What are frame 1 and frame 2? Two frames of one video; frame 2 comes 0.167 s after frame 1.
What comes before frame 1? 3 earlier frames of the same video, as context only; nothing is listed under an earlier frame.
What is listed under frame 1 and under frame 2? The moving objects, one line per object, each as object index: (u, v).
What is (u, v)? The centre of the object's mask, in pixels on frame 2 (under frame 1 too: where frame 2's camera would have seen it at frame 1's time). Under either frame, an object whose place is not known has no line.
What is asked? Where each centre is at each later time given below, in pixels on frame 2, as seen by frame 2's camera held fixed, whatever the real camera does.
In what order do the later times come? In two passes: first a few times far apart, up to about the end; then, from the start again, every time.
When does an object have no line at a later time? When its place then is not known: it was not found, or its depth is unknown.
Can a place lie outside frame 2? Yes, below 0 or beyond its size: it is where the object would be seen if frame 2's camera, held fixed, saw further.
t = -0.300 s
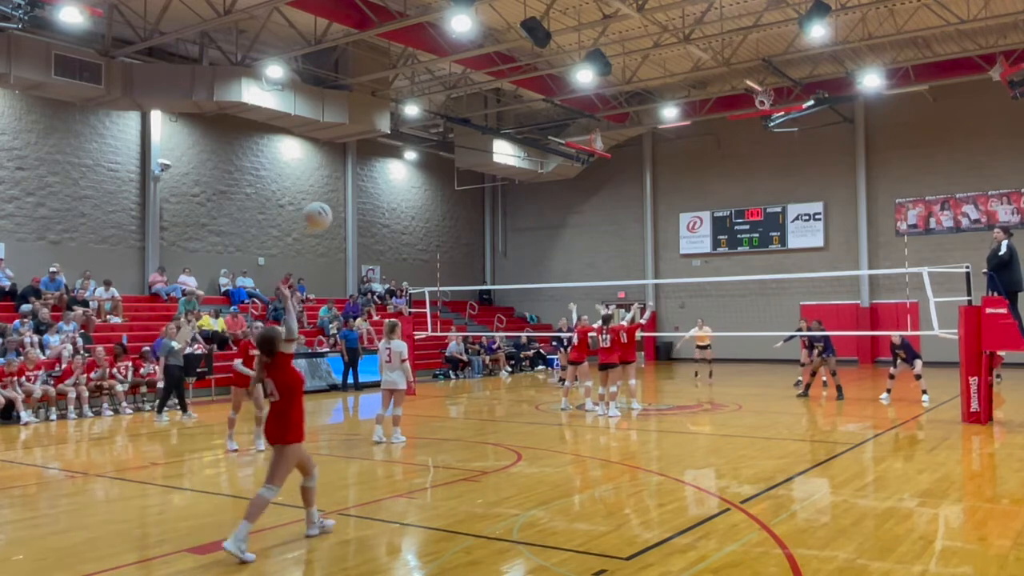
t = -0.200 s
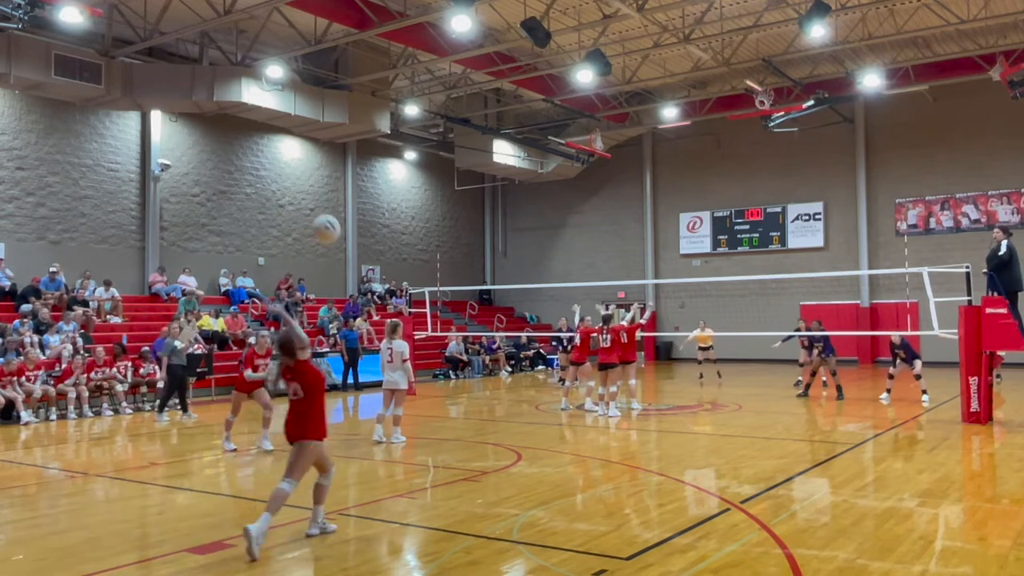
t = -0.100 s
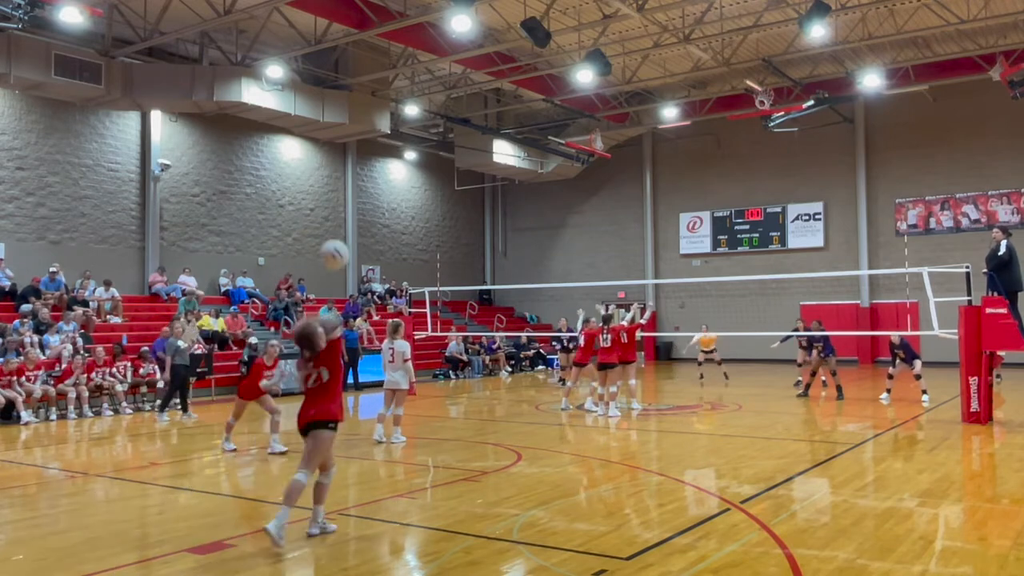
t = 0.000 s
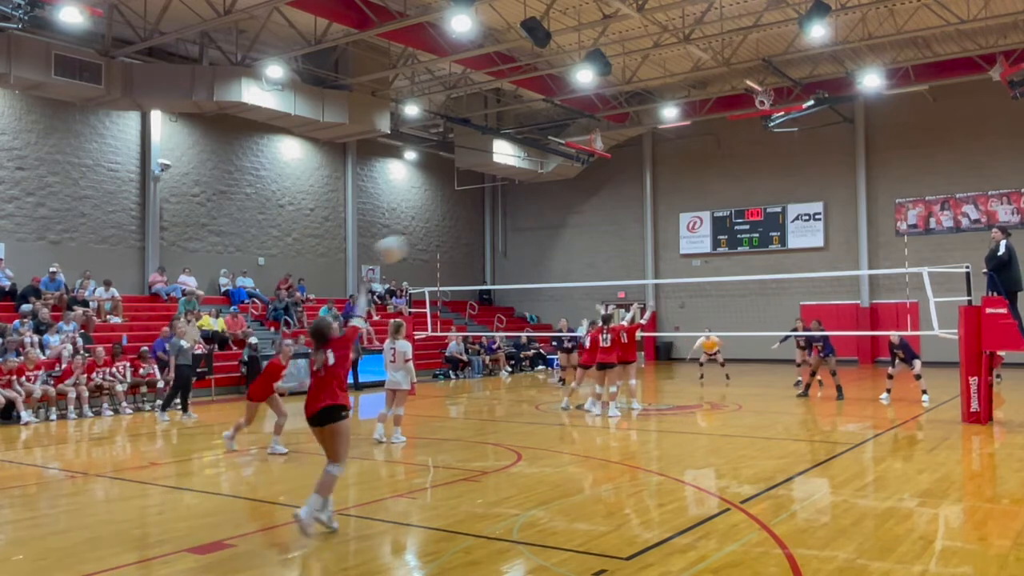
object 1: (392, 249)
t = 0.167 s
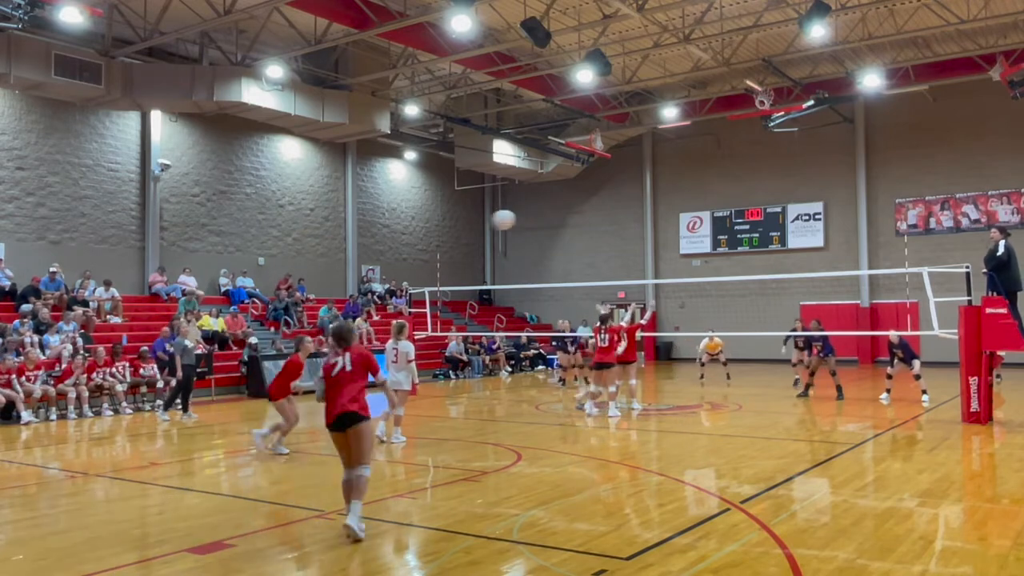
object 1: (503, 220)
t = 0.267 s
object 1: (548, 219)
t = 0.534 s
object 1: (622, 250)
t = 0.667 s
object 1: (646, 275)
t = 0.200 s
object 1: (519, 219)
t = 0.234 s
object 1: (534, 218)
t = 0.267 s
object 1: (548, 219)
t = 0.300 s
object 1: (559, 220)
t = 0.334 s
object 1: (571, 223)
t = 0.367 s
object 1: (581, 226)
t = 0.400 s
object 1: (590, 230)
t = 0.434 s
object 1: (599, 234)
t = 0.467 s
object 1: (608, 239)
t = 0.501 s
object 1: (615, 244)
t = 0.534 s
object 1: (622, 250)
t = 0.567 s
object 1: (628, 255)
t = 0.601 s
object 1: (635, 262)
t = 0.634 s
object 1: (640, 268)
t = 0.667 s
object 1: (646, 275)
